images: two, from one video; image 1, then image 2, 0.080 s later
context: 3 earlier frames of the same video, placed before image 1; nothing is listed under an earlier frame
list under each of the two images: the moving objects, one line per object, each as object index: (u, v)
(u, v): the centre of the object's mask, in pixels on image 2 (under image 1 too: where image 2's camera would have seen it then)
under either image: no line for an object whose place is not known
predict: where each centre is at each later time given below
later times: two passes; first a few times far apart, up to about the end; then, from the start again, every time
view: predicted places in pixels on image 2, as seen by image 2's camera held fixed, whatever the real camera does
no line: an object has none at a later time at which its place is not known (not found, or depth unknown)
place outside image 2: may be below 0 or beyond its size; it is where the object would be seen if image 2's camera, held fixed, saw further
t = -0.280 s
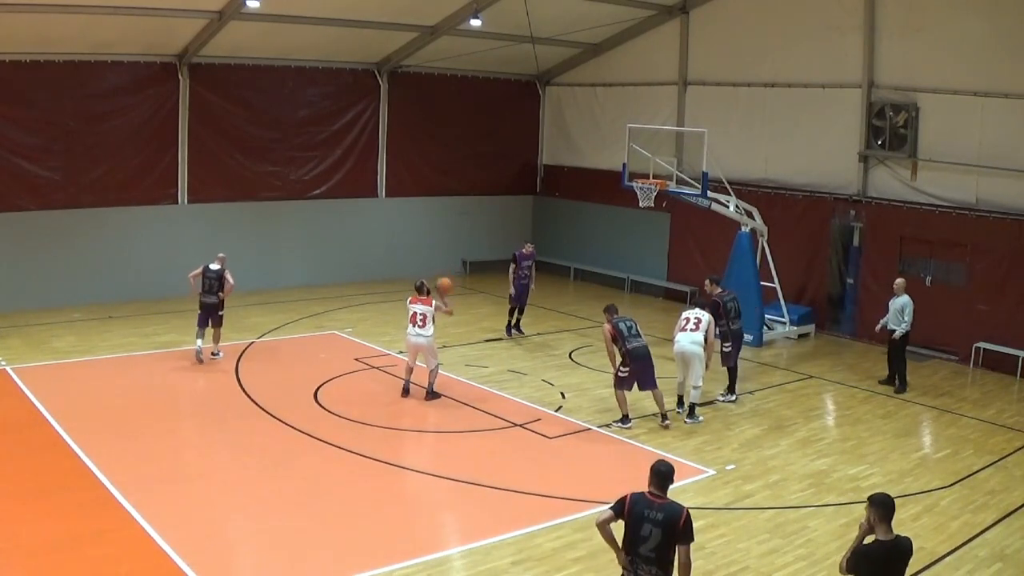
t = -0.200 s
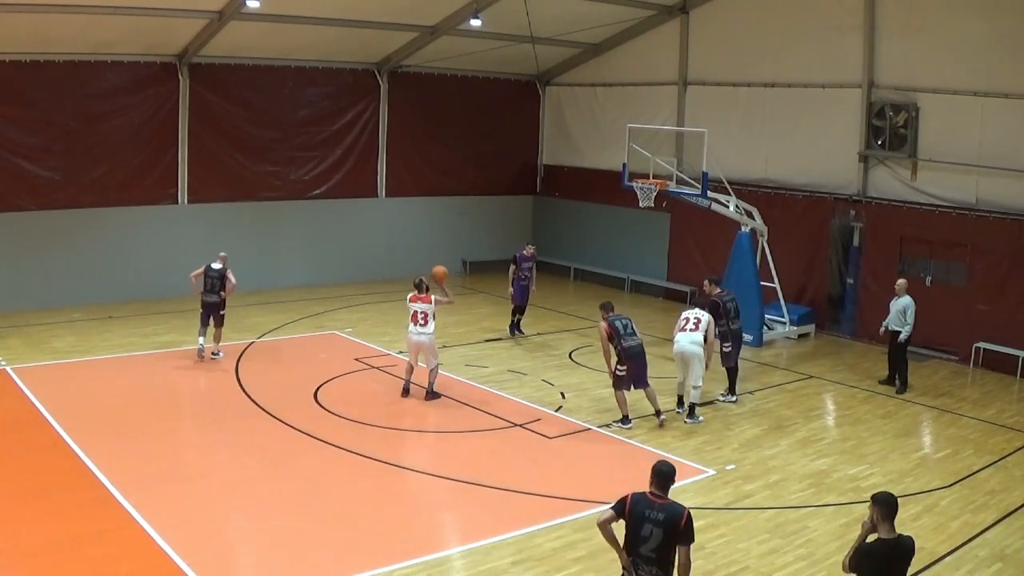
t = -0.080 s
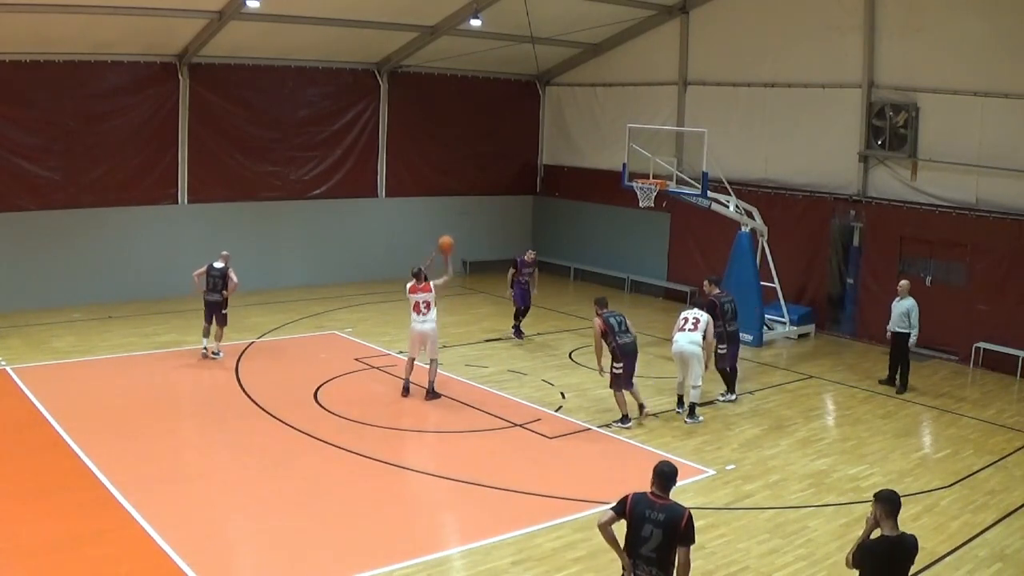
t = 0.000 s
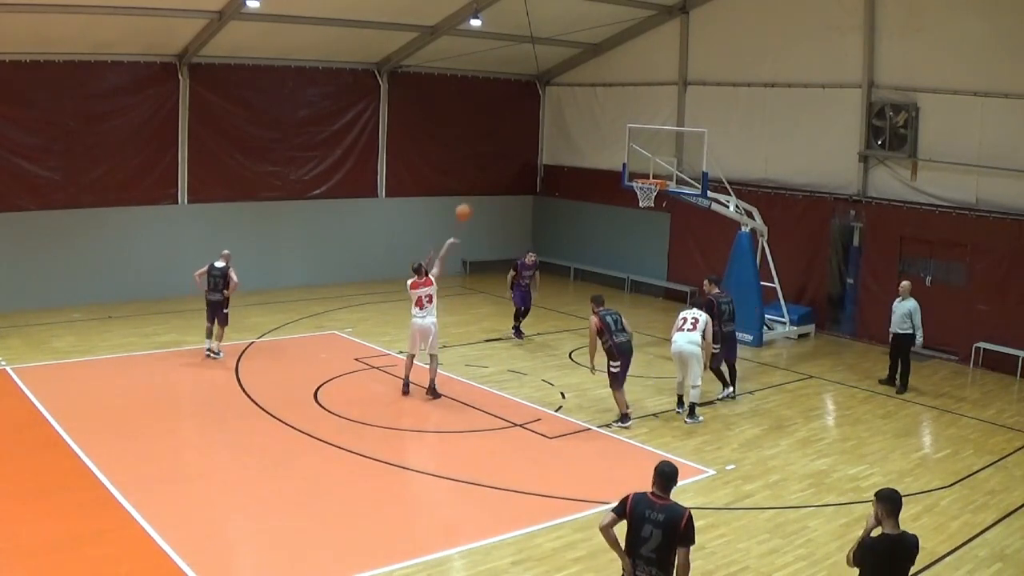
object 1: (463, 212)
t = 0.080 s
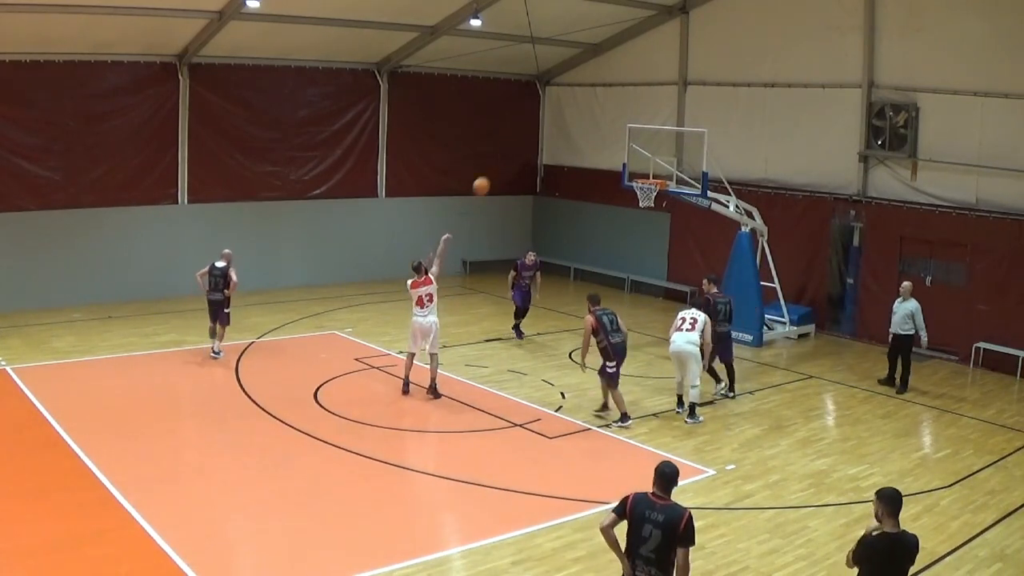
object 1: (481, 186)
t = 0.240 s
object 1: (516, 147)
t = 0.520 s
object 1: (572, 120)
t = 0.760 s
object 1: (615, 137)
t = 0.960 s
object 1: (646, 174)
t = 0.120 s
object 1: (490, 174)
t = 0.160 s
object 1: (499, 164)
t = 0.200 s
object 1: (508, 155)
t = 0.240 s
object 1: (516, 147)
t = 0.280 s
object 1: (525, 140)
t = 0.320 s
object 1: (532, 134)
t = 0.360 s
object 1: (540, 129)
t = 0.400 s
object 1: (549, 125)
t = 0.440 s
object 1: (557, 122)
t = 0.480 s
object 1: (565, 121)
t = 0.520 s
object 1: (572, 120)
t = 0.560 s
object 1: (580, 121)
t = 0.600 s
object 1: (588, 123)
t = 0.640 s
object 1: (595, 125)
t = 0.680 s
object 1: (601, 128)
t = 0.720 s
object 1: (608, 133)
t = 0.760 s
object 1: (615, 137)
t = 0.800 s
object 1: (621, 144)
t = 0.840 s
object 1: (628, 152)
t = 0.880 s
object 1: (633, 159)
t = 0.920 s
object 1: (640, 167)
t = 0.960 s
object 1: (646, 174)
